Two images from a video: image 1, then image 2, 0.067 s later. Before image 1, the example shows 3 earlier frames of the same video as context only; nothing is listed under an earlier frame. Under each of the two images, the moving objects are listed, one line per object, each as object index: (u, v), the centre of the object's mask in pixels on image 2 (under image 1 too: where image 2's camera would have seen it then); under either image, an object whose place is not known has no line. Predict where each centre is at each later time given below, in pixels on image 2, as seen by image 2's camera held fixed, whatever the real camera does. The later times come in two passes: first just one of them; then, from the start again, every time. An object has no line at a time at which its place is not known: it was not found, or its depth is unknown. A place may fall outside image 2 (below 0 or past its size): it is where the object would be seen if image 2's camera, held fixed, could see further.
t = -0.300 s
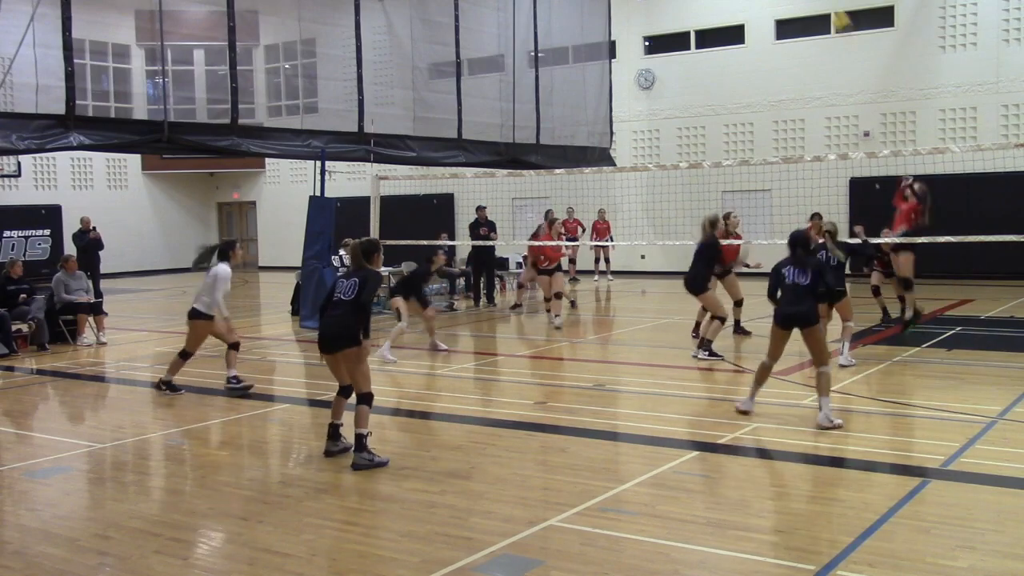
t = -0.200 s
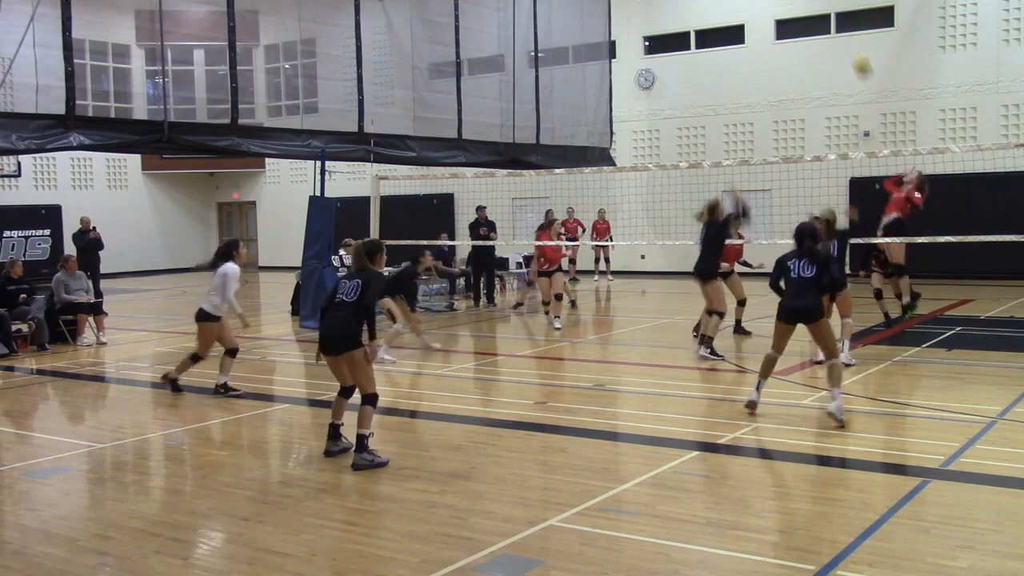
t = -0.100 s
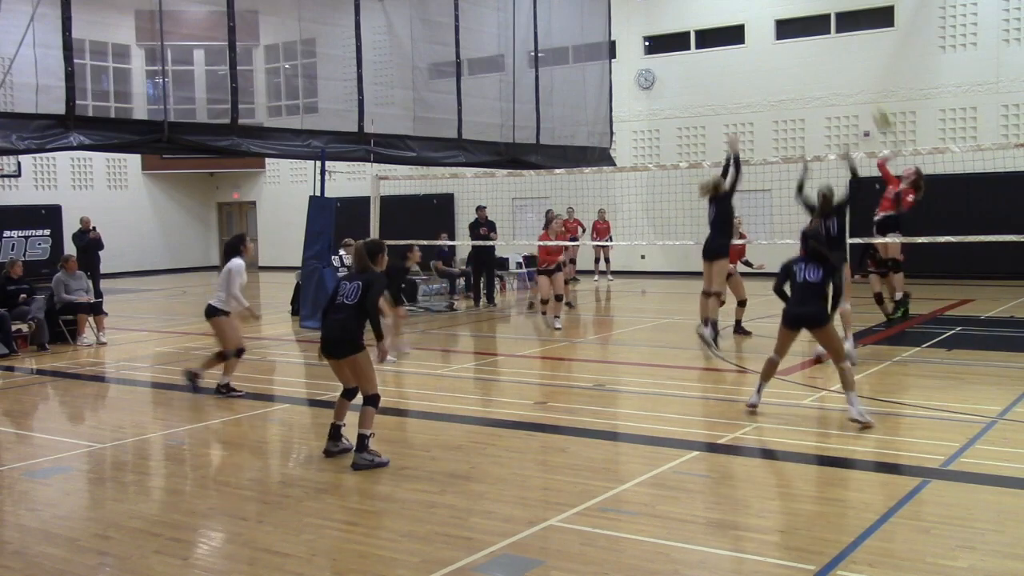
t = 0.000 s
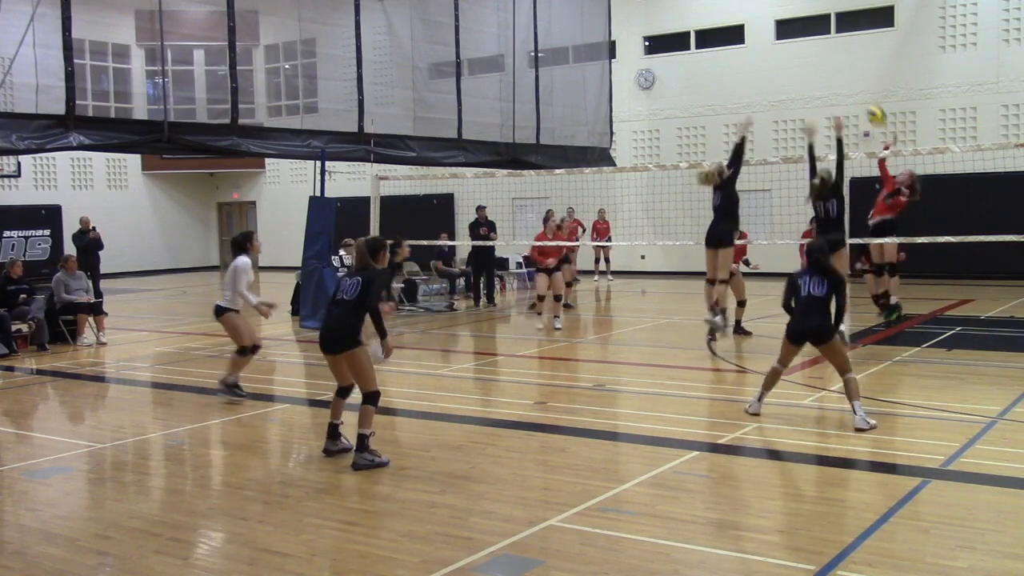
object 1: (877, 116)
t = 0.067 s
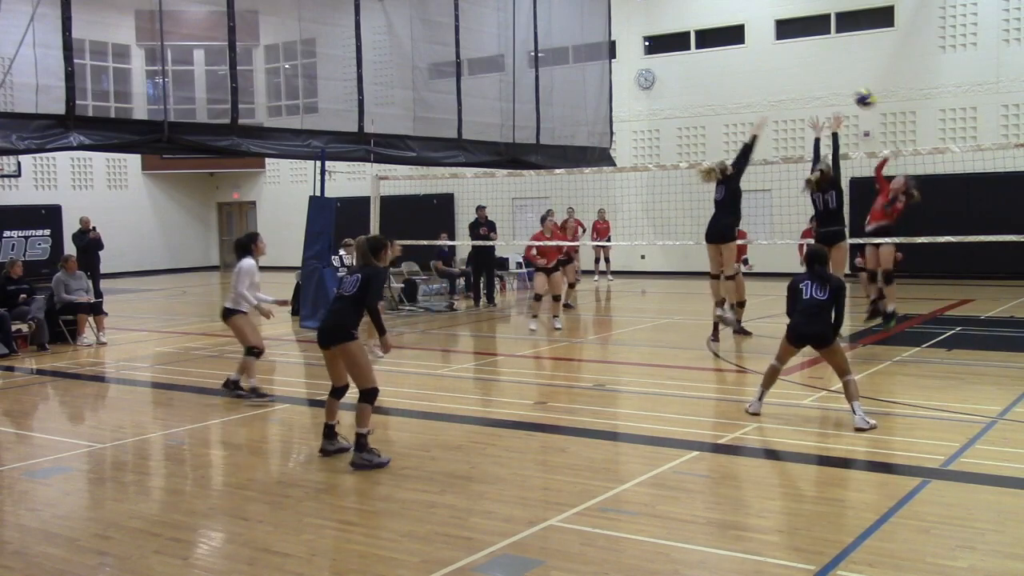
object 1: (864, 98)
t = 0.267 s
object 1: (823, 69)
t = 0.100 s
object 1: (858, 91)
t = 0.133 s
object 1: (852, 85)
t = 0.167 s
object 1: (845, 79)
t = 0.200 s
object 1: (838, 76)
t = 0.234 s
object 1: (831, 72)
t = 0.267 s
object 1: (823, 69)
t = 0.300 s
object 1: (815, 68)
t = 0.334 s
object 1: (807, 68)
